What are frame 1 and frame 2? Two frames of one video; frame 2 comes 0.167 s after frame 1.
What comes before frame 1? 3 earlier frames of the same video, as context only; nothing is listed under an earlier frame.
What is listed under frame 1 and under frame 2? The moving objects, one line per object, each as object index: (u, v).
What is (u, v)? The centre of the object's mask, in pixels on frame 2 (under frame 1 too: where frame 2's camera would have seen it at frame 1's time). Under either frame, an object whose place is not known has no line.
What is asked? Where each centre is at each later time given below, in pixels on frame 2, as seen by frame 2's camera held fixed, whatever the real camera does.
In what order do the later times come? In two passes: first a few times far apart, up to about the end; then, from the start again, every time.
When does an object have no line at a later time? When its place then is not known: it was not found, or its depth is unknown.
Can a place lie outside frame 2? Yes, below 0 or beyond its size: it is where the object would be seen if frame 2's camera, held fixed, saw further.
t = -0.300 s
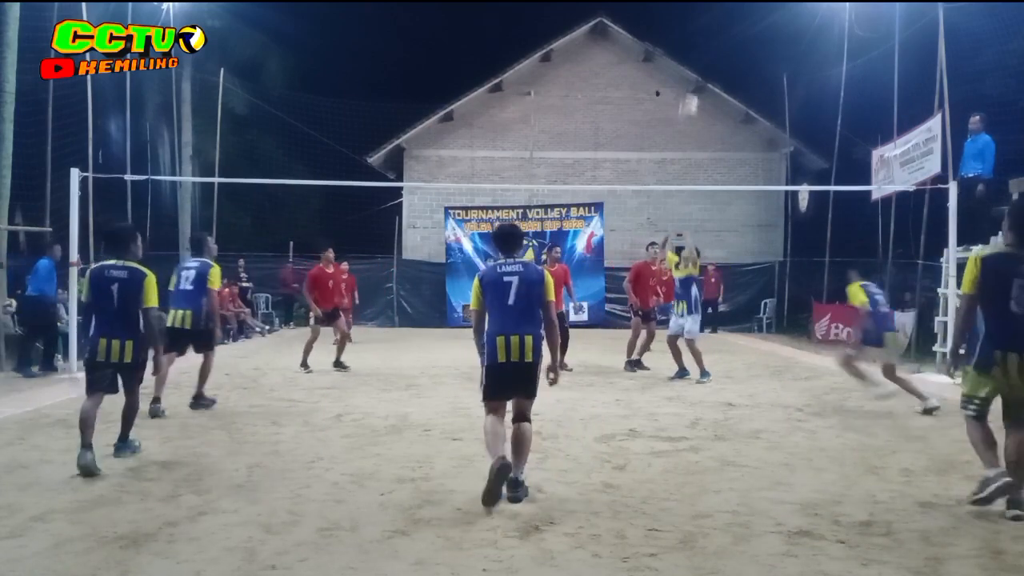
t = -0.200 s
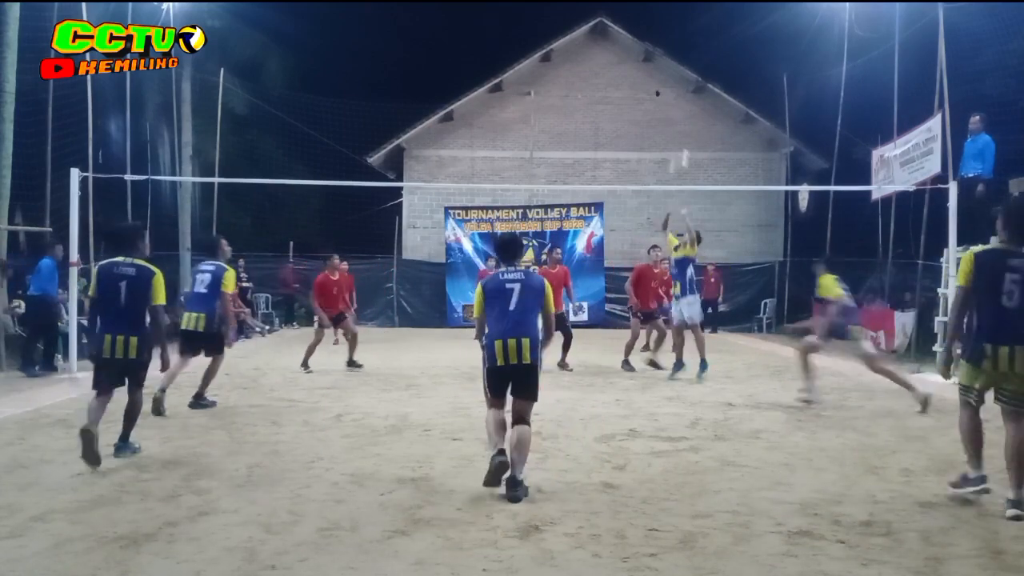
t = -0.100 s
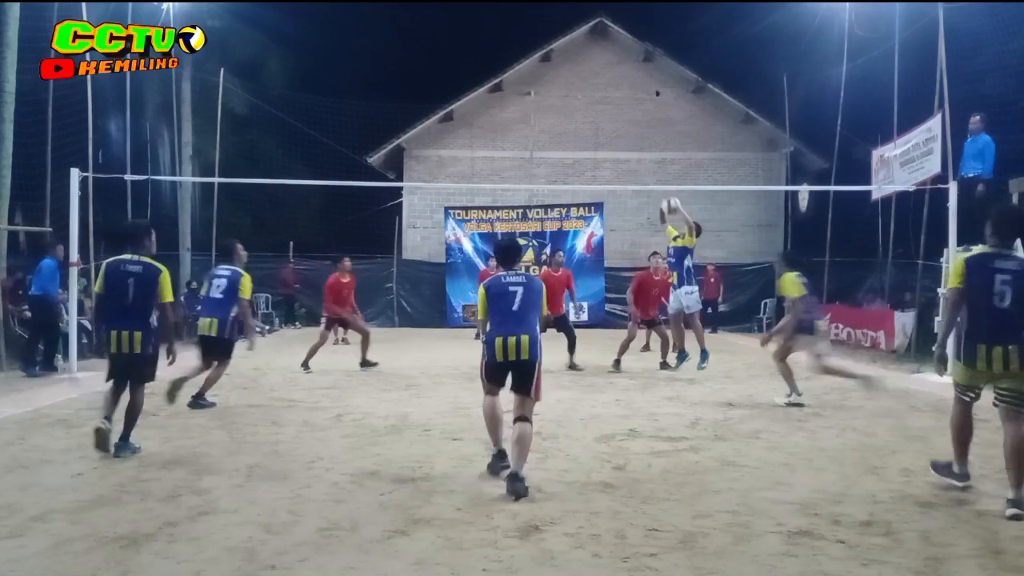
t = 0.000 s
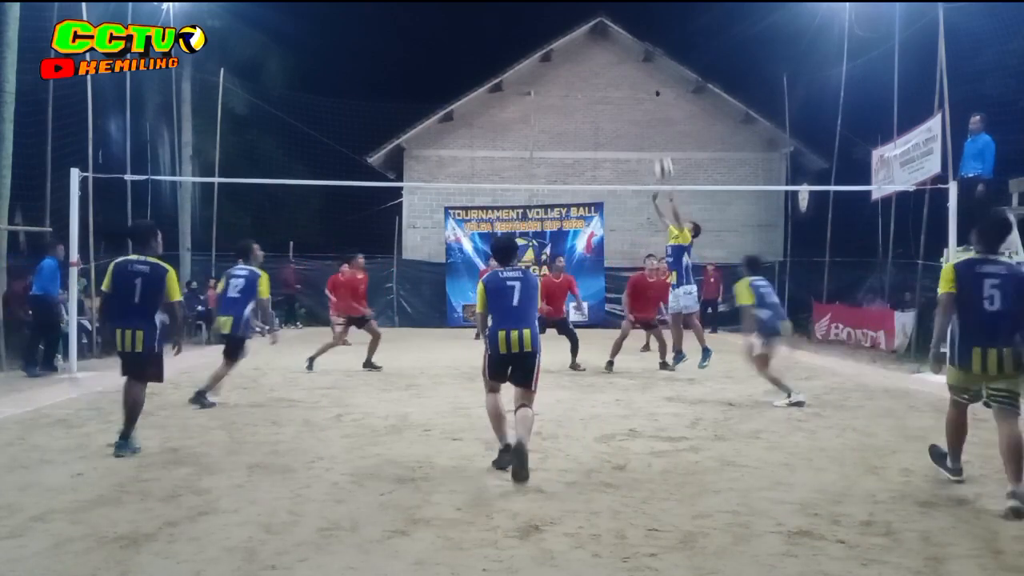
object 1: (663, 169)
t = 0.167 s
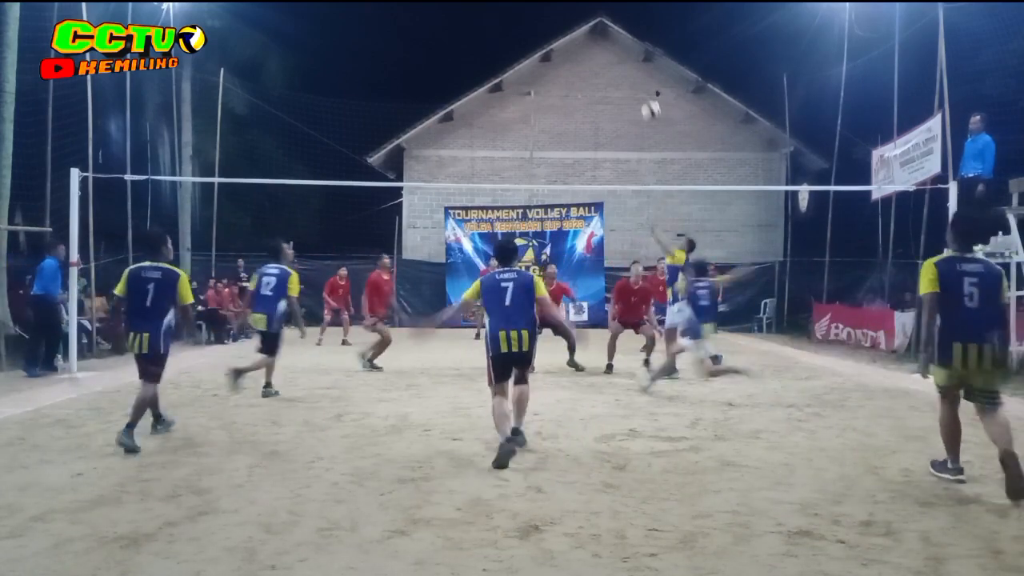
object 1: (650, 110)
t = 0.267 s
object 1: (643, 86)
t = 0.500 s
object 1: (624, 64)
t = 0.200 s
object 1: (648, 100)
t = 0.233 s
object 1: (645, 93)
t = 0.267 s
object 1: (643, 86)
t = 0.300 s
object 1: (640, 80)
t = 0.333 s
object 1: (637, 75)
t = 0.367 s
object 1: (634, 71)
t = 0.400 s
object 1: (631, 67)
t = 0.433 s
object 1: (629, 66)
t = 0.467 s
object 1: (627, 64)
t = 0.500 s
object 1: (624, 64)
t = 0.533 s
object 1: (621, 64)
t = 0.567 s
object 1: (619, 65)
